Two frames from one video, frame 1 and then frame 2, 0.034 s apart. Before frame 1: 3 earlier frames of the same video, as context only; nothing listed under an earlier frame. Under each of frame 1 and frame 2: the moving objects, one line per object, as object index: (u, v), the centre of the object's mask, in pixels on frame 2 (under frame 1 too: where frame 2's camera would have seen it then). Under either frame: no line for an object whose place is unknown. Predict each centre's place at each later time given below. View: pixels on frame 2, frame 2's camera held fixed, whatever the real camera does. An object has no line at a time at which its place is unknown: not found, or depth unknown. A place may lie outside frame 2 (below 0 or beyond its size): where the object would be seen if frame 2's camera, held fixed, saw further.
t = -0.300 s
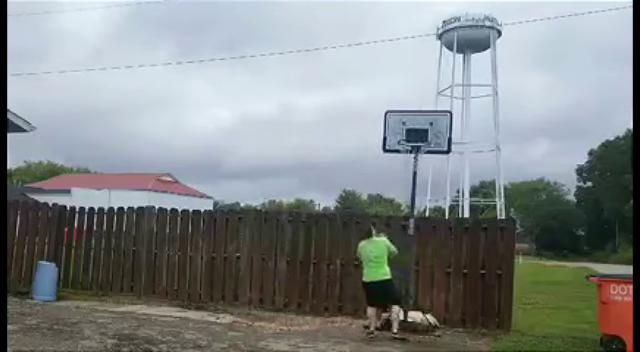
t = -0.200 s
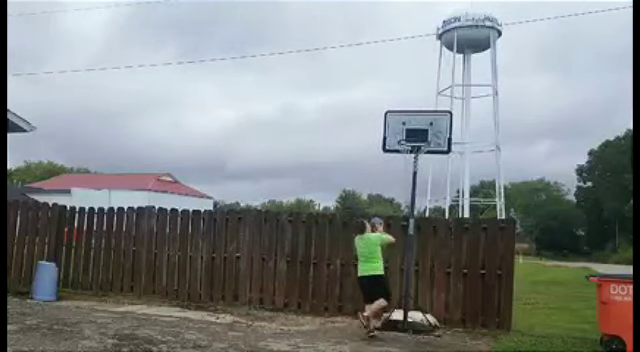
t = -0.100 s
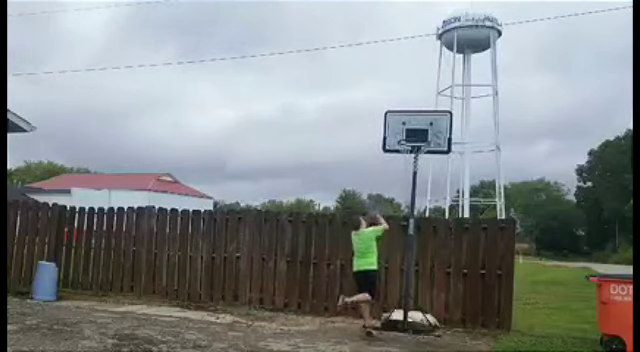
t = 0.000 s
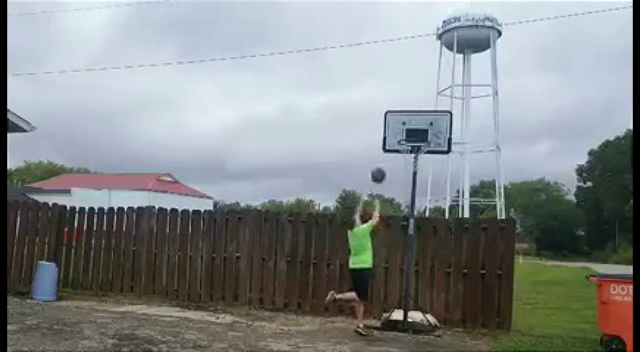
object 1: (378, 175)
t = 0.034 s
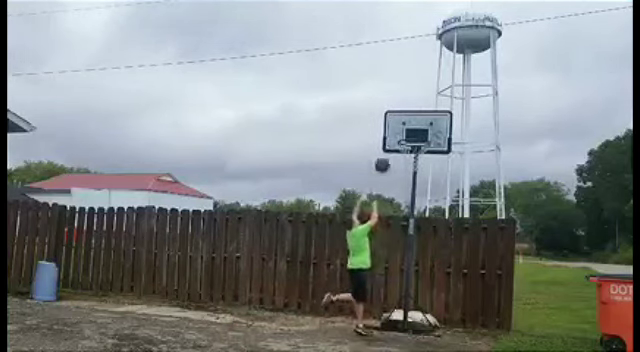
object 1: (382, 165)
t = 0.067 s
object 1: (386, 156)
